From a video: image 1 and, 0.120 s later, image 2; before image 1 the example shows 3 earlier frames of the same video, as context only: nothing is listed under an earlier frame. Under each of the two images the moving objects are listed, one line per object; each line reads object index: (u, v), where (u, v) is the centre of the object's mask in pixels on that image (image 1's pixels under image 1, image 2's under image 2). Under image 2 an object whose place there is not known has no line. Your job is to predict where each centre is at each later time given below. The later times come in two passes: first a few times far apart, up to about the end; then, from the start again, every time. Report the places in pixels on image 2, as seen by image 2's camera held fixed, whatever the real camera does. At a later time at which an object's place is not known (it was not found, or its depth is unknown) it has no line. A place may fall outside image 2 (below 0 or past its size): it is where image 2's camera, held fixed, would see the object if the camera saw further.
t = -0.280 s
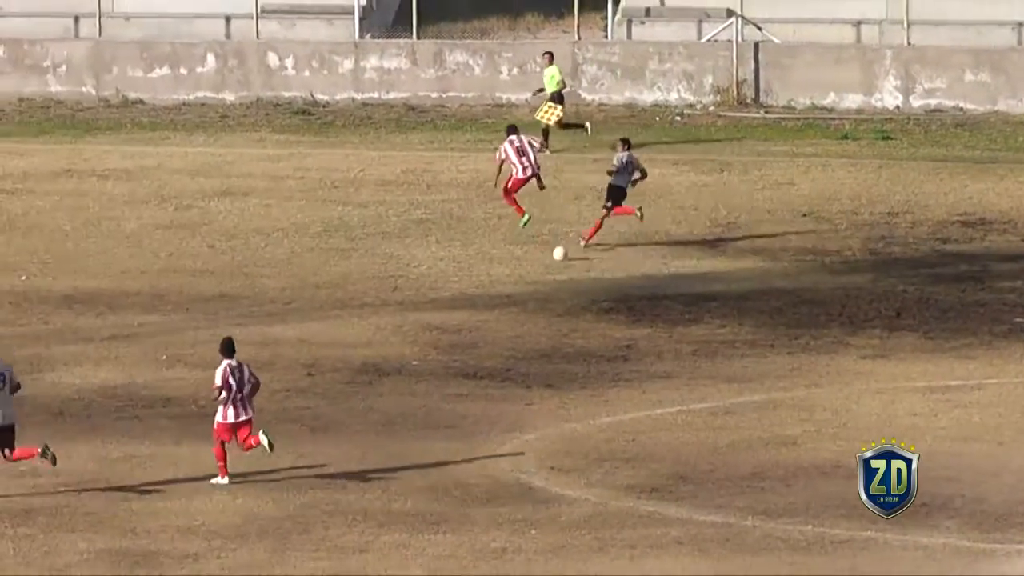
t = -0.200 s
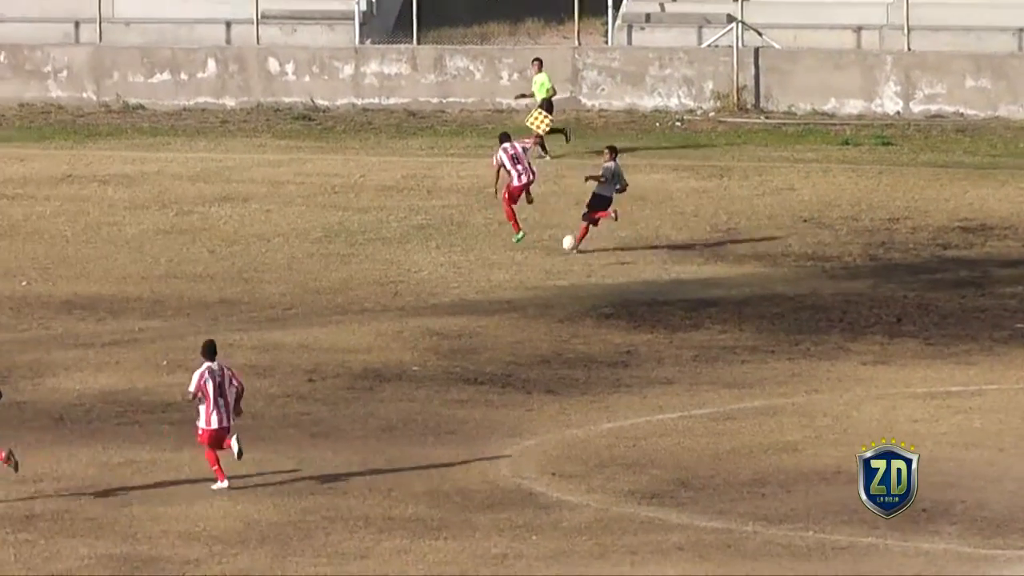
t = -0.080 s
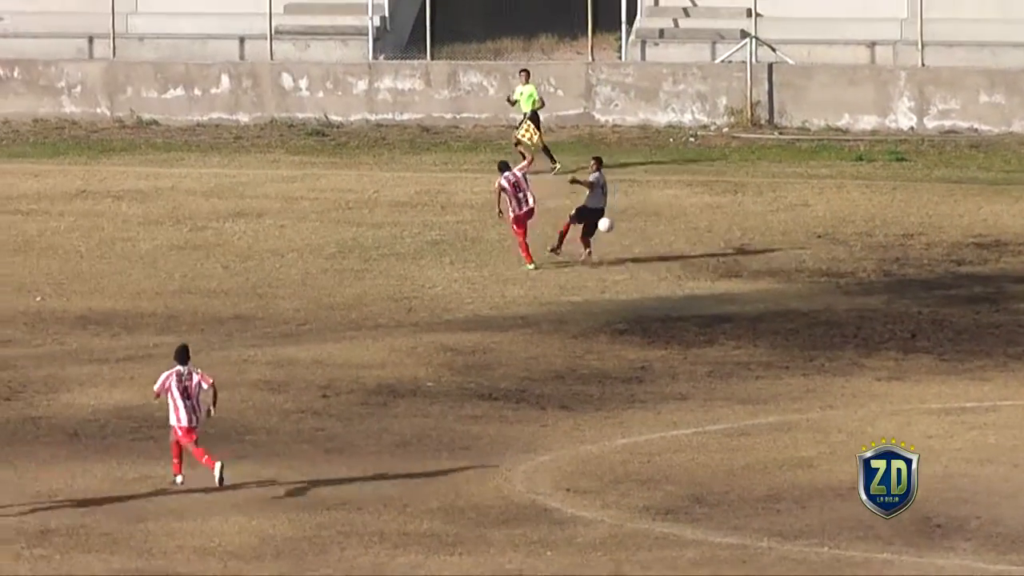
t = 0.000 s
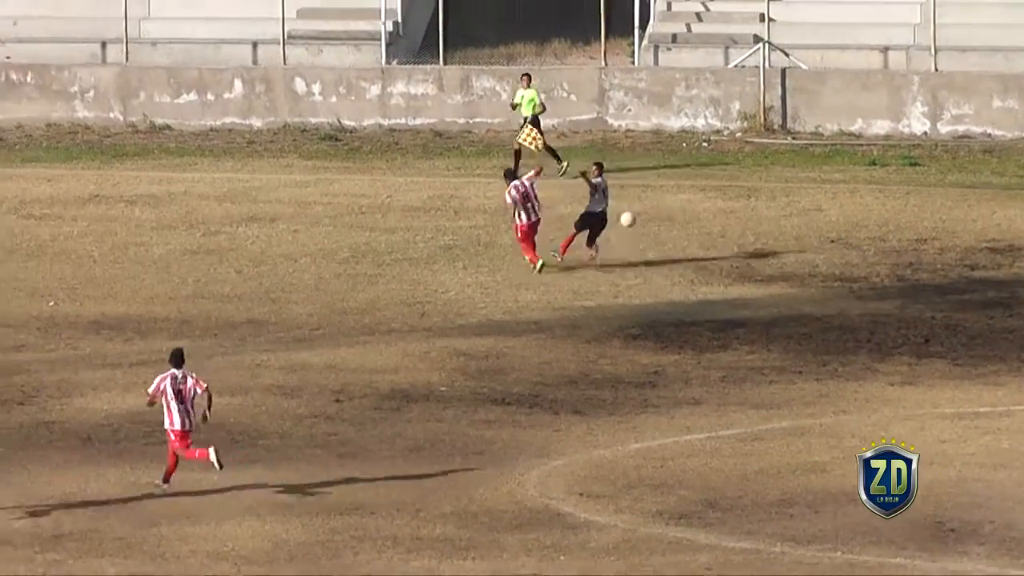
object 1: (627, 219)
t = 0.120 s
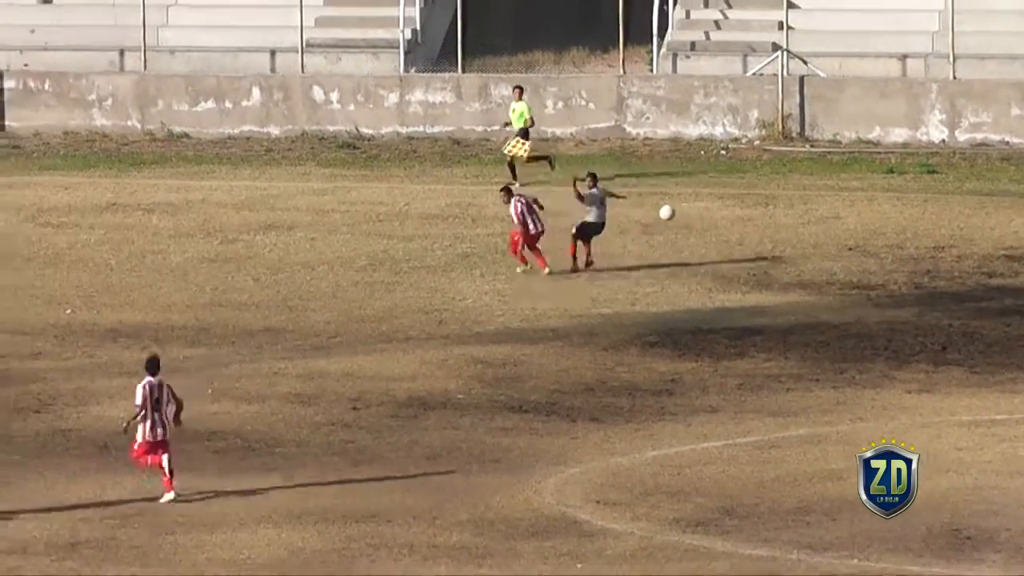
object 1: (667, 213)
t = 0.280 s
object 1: (690, 212)
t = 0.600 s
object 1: (735, 261)
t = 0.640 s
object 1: (740, 272)
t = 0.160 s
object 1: (670, 211)
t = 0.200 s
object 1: (676, 210)
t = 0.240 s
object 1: (685, 210)
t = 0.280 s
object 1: (690, 212)
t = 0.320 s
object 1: (696, 215)
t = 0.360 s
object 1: (699, 216)
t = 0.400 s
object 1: (706, 222)
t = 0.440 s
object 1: (711, 228)
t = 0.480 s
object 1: (720, 238)
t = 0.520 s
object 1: (725, 246)
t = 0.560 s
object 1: (729, 251)
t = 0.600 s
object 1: (735, 261)
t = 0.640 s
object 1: (740, 272)
